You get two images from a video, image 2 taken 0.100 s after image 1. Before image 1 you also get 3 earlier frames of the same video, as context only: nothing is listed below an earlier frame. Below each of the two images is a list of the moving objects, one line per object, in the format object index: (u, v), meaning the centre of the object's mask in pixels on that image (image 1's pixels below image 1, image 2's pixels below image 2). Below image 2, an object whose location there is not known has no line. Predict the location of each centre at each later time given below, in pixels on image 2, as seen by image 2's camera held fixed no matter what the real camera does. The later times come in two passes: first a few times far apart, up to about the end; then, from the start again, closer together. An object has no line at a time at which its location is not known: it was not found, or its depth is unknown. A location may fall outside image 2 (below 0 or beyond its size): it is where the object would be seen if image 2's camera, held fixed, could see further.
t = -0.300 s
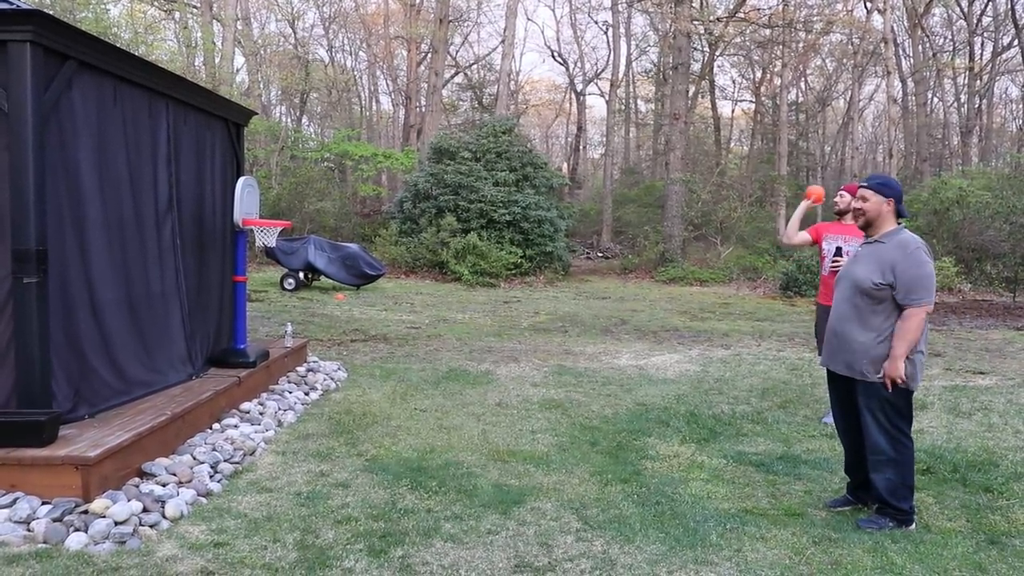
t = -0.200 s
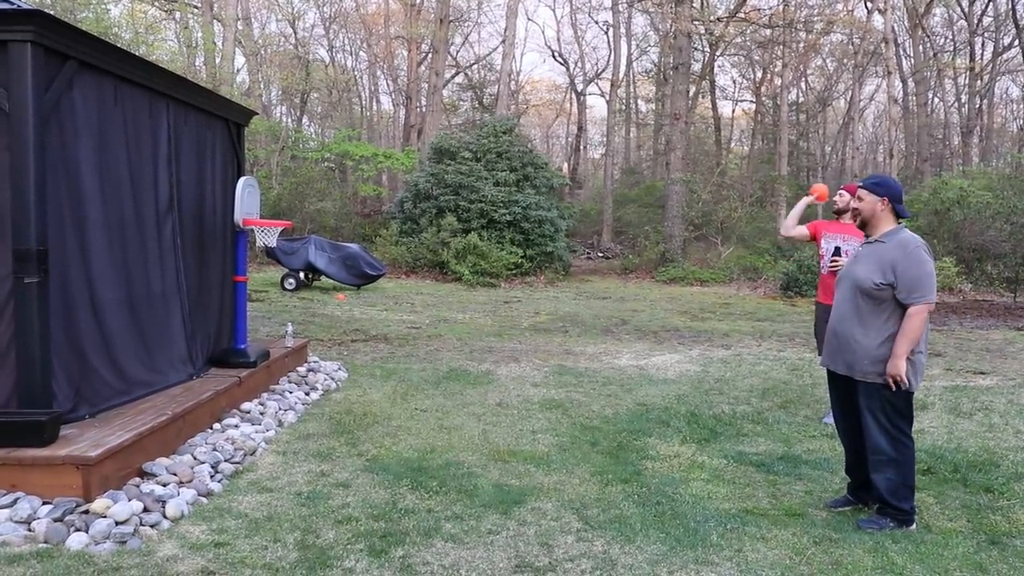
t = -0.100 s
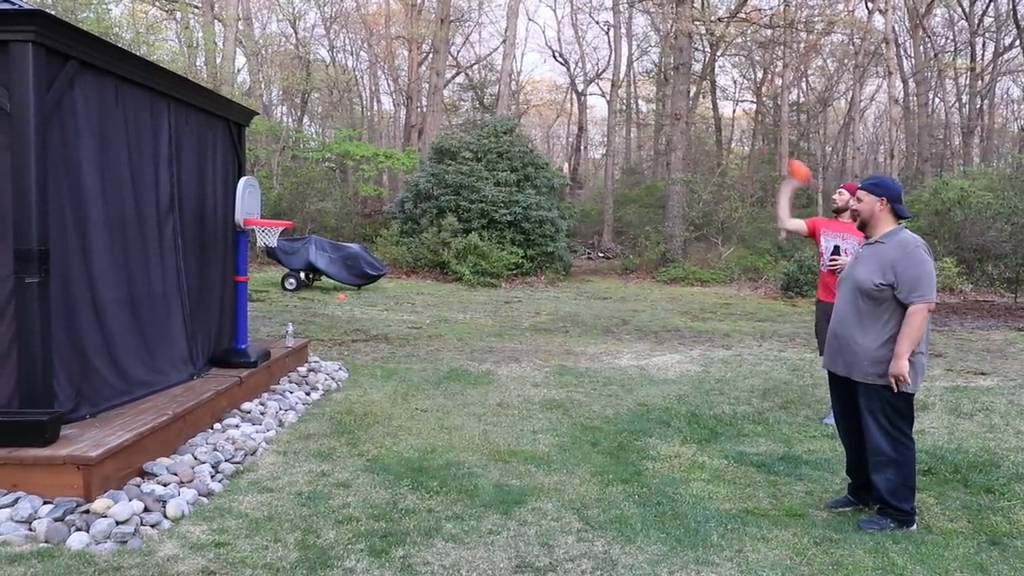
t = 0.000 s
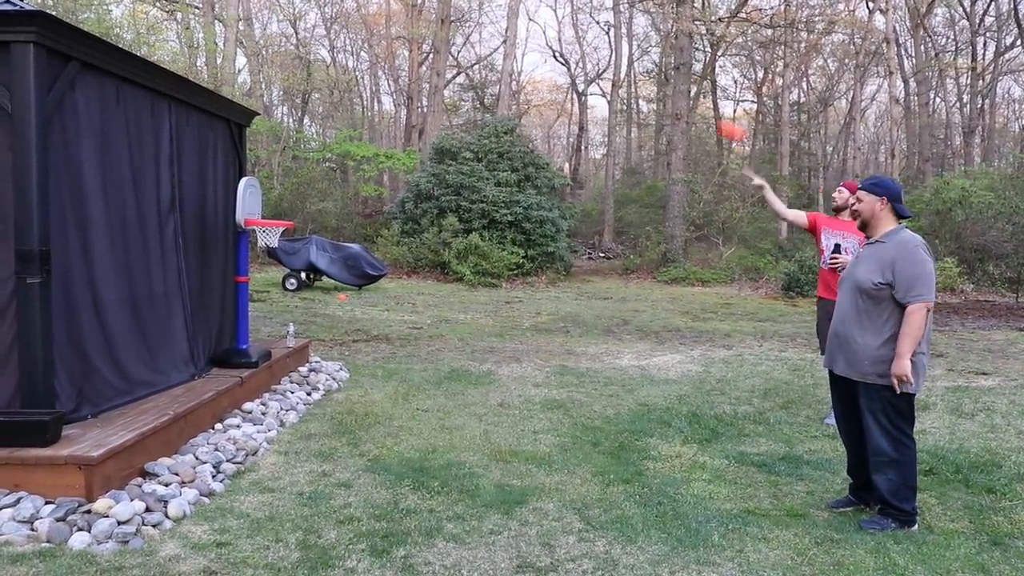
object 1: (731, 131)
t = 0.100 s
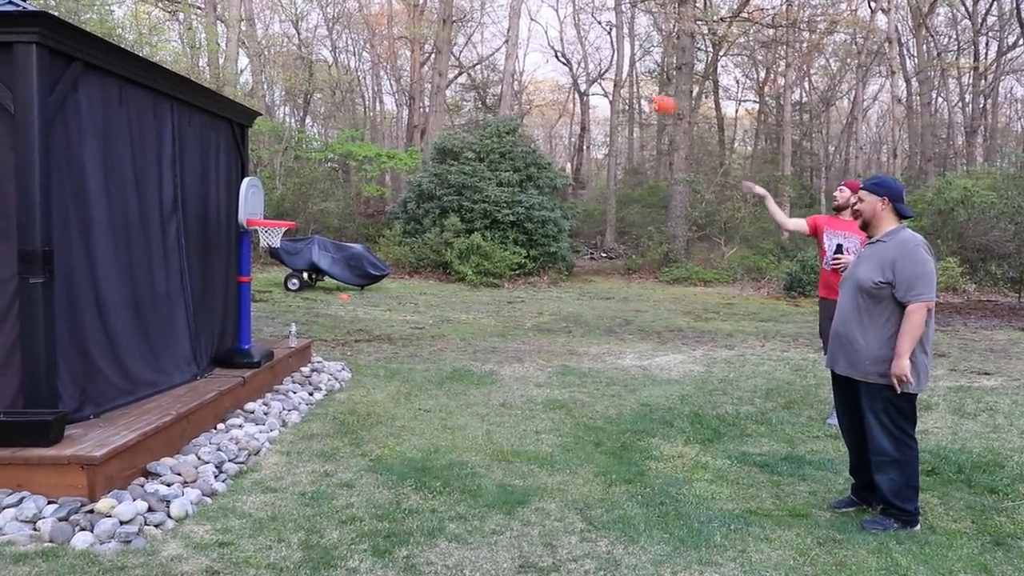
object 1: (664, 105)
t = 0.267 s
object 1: (542, 87)
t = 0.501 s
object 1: (379, 127)
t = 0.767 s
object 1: (271, 217)
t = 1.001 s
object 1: (281, 267)
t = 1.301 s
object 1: (314, 383)
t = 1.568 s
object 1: (362, 347)
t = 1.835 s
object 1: (410, 396)
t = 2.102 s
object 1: (447, 374)
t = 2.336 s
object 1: (477, 388)
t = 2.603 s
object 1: (508, 387)
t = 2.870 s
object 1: (532, 383)
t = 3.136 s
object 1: (546, 380)
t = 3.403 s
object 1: (556, 377)
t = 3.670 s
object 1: (564, 376)
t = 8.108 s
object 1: (564, 375)
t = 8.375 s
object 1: (565, 375)
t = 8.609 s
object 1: (565, 375)
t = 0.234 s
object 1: (568, 89)
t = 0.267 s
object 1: (542, 87)
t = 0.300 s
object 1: (517, 90)
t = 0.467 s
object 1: (404, 116)
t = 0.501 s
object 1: (379, 127)
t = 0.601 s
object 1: (314, 163)
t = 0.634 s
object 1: (292, 177)
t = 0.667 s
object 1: (274, 192)
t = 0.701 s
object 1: (267, 209)
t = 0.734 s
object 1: (275, 215)
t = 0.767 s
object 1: (271, 217)
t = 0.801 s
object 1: (260, 230)
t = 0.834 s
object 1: (267, 232)
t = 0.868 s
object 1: (270, 239)
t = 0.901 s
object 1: (272, 245)
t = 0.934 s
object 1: (275, 250)
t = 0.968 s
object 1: (278, 257)
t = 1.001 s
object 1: (281, 267)
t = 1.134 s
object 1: (294, 318)
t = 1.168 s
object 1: (297, 334)
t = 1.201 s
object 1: (300, 355)
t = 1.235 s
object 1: (304, 374)
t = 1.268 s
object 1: (307, 389)
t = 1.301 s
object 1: (314, 383)
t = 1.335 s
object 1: (320, 373)
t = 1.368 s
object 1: (326, 365)
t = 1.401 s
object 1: (332, 358)
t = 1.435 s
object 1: (339, 353)
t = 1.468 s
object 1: (344, 350)
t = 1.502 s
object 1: (349, 347)
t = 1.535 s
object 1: (357, 346)
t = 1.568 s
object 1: (362, 347)
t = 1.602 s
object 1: (367, 348)
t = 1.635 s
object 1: (374, 352)
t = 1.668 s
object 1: (380, 355)
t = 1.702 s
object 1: (386, 361)
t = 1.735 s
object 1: (392, 368)
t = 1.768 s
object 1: (398, 376)
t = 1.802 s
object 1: (405, 386)
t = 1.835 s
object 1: (410, 396)
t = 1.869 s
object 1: (414, 395)
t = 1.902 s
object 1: (419, 388)
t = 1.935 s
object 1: (425, 383)
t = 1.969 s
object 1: (431, 377)
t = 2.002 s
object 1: (434, 375)
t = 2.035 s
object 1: (438, 373)
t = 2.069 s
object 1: (443, 373)
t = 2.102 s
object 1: (447, 374)
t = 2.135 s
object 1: (452, 376)
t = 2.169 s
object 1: (456, 379)
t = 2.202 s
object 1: (460, 384)
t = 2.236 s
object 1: (464, 390)
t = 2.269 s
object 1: (469, 393)
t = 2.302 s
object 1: (473, 390)
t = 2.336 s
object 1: (477, 388)
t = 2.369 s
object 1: (482, 387)
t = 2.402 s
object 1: (486, 387)
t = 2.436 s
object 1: (490, 389)
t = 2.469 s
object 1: (494, 388)
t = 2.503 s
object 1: (497, 387)
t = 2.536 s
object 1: (501, 386)
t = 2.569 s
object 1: (504, 386)
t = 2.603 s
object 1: (508, 387)
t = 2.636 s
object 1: (511, 387)
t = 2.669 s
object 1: (514, 386)
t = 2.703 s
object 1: (519, 386)
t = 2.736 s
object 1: (521, 386)
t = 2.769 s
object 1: (524, 386)
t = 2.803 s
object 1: (528, 385)
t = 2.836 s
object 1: (531, 384)
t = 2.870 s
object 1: (532, 383)
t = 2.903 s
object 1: (535, 382)
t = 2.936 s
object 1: (537, 382)
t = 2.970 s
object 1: (539, 382)
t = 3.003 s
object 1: (540, 381)
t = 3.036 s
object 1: (542, 381)
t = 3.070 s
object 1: (543, 381)
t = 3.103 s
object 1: (545, 380)
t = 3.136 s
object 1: (546, 380)
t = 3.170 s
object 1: (549, 380)
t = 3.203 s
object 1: (549, 379)
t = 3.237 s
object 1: (551, 379)
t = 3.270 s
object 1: (552, 378)
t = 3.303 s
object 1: (553, 378)
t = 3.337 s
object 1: (554, 378)
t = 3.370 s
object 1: (555, 377)
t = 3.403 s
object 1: (556, 377)
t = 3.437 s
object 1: (557, 377)
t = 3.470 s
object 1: (558, 377)
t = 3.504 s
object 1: (559, 376)
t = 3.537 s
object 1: (560, 377)
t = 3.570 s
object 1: (561, 376)
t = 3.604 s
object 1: (562, 376)
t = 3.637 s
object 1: (562, 376)
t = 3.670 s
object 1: (564, 376)
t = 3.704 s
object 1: (564, 376)
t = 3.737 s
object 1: (565, 375)
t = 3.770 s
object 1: (566, 375)
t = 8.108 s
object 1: (564, 375)
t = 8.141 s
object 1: (565, 375)
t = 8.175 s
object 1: (565, 375)
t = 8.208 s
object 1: (564, 375)
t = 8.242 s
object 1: (565, 375)
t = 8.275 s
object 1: (565, 375)
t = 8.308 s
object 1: (565, 375)
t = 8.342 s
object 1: (565, 375)
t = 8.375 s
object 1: (565, 375)
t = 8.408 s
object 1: (565, 375)
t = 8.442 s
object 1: (565, 375)
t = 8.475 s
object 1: (564, 375)
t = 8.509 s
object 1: (565, 375)
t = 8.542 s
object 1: (564, 375)
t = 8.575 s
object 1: (564, 375)
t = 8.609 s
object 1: (565, 375)
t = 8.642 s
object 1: (564, 375)
